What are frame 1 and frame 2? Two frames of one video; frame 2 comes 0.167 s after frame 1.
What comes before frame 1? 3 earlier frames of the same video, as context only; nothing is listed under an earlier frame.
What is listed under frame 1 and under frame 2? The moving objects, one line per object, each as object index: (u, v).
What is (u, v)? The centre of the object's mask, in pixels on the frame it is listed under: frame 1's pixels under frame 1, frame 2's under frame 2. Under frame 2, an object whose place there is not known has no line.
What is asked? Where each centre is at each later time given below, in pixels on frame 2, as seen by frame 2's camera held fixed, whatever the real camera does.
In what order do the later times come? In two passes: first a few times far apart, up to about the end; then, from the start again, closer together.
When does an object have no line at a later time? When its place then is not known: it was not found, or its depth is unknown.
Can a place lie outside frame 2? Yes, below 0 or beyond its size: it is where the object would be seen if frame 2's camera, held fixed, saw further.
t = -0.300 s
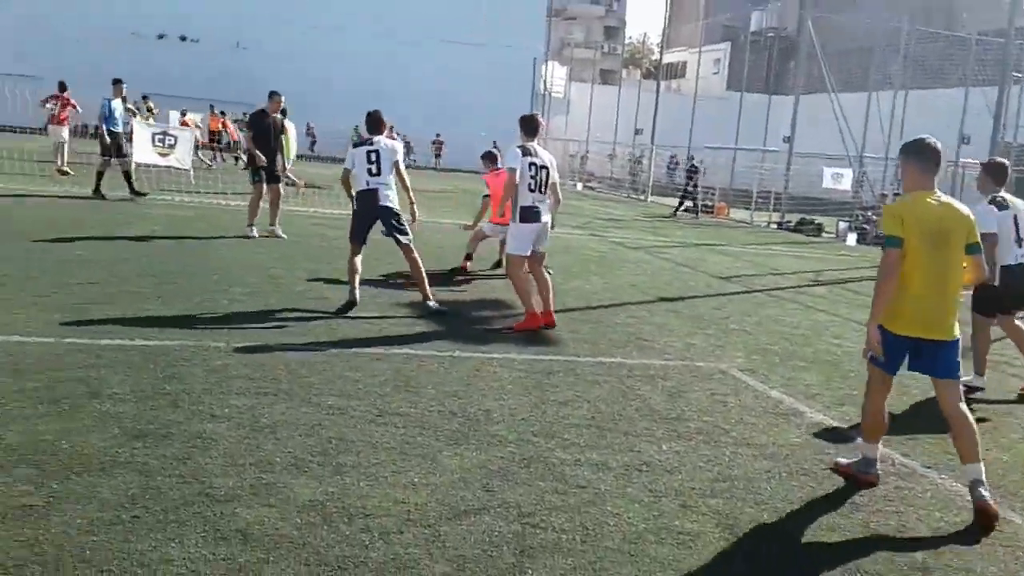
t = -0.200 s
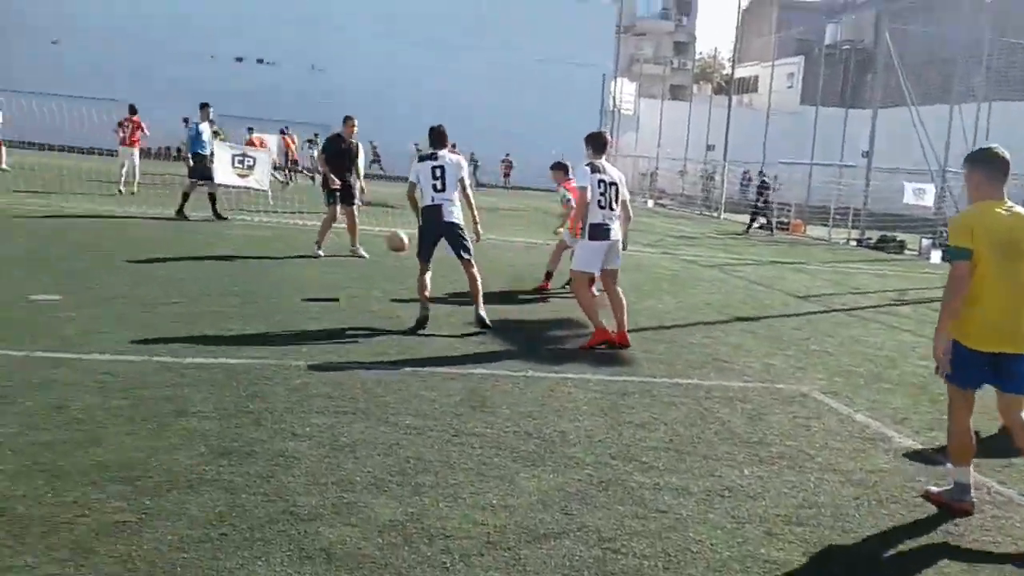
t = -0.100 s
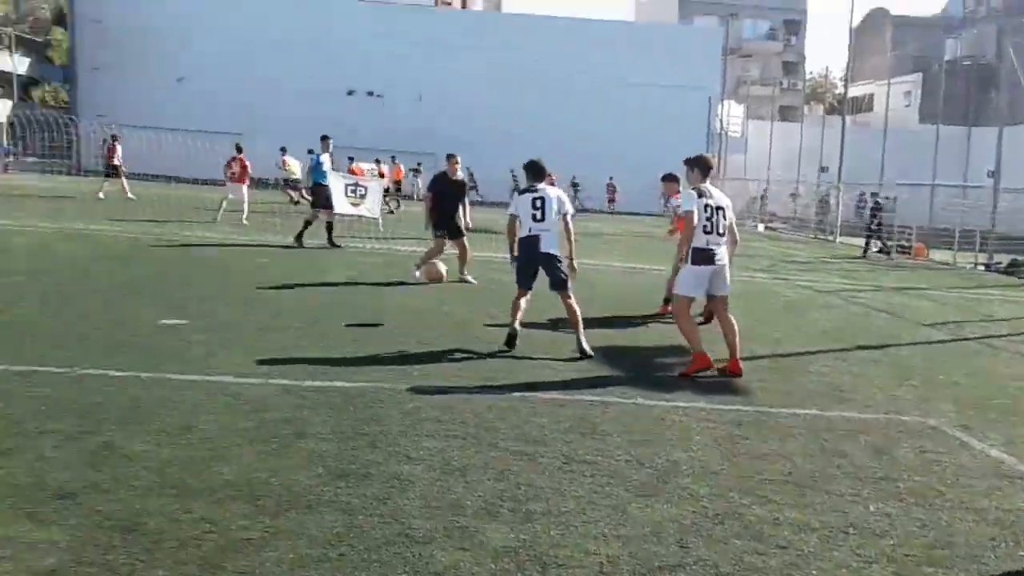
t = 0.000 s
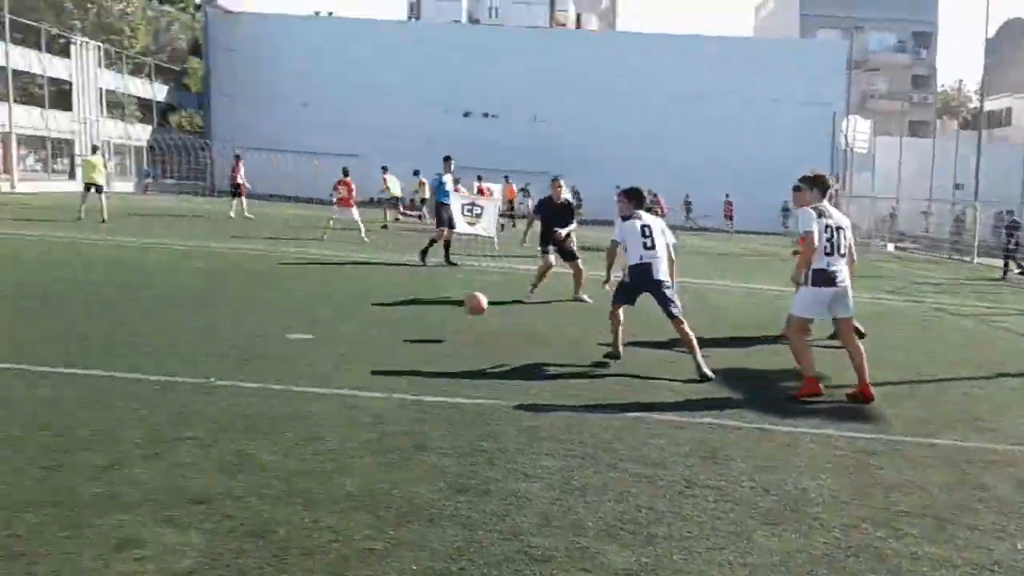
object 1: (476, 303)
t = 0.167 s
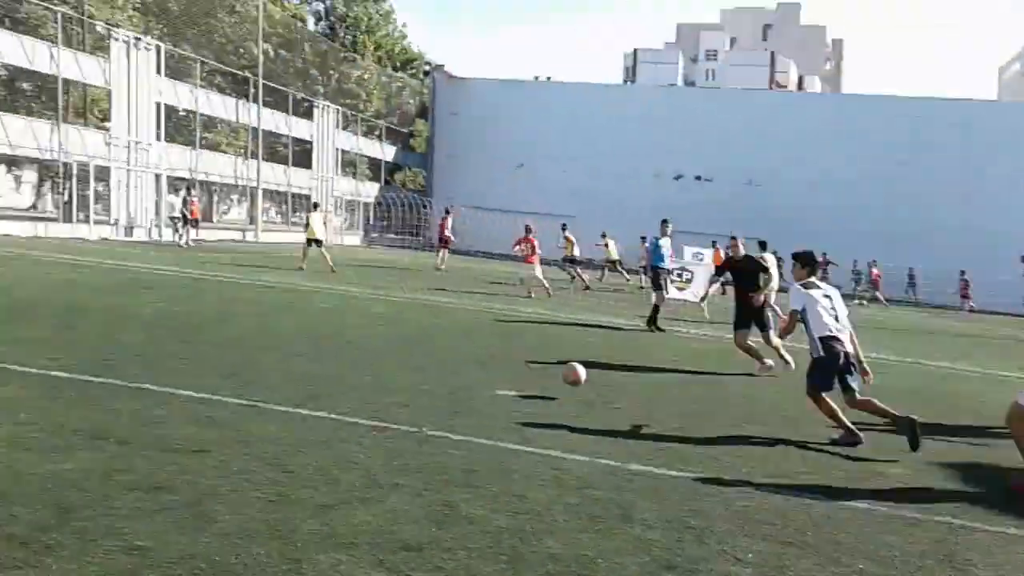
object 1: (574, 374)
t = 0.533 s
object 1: (408, 368)
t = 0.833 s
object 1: (307, 358)
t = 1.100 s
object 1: (217, 351)
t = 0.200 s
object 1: (559, 368)
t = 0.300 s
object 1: (512, 358)
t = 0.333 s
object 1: (495, 357)
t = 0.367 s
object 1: (480, 358)
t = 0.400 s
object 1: (464, 360)
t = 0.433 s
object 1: (449, 364)
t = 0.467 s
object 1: (434, 368)
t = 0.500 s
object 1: (419, 373)
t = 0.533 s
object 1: (408, 368)
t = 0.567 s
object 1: (397, 364)
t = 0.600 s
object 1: (385, 361)
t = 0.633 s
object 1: (375, 358)
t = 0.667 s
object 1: (363, 358)
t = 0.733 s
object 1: (341, 360)
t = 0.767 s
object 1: (330, 363)
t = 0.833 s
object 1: (307, 358)
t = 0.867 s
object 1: (296, 355)
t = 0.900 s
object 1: (285, 355)
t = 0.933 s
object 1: (273, 356)
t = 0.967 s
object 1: (262, 356)
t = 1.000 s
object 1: (251, 355)
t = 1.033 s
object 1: (240, 353)
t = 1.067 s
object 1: (230, 352)
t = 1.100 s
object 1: (217, 351)
